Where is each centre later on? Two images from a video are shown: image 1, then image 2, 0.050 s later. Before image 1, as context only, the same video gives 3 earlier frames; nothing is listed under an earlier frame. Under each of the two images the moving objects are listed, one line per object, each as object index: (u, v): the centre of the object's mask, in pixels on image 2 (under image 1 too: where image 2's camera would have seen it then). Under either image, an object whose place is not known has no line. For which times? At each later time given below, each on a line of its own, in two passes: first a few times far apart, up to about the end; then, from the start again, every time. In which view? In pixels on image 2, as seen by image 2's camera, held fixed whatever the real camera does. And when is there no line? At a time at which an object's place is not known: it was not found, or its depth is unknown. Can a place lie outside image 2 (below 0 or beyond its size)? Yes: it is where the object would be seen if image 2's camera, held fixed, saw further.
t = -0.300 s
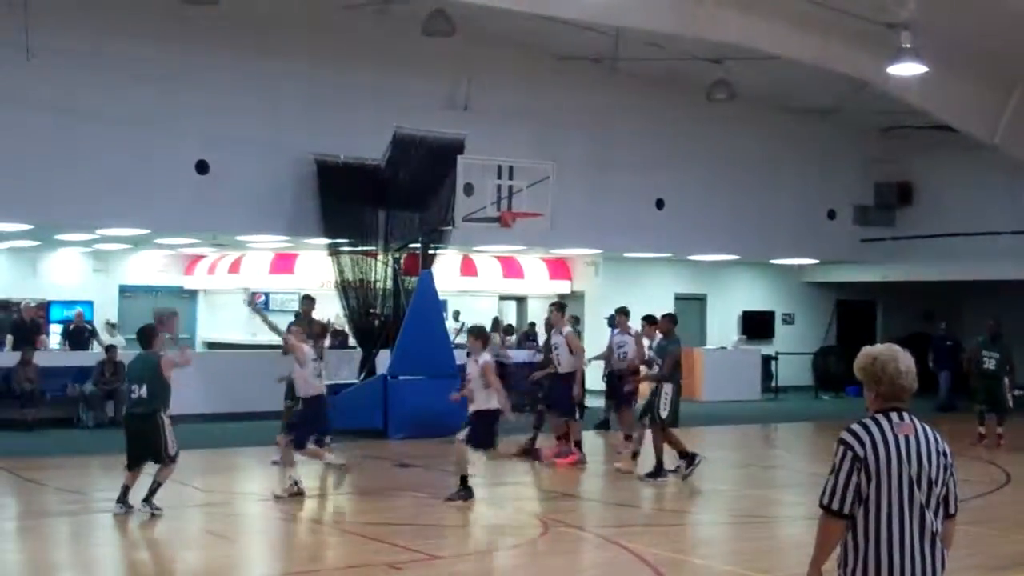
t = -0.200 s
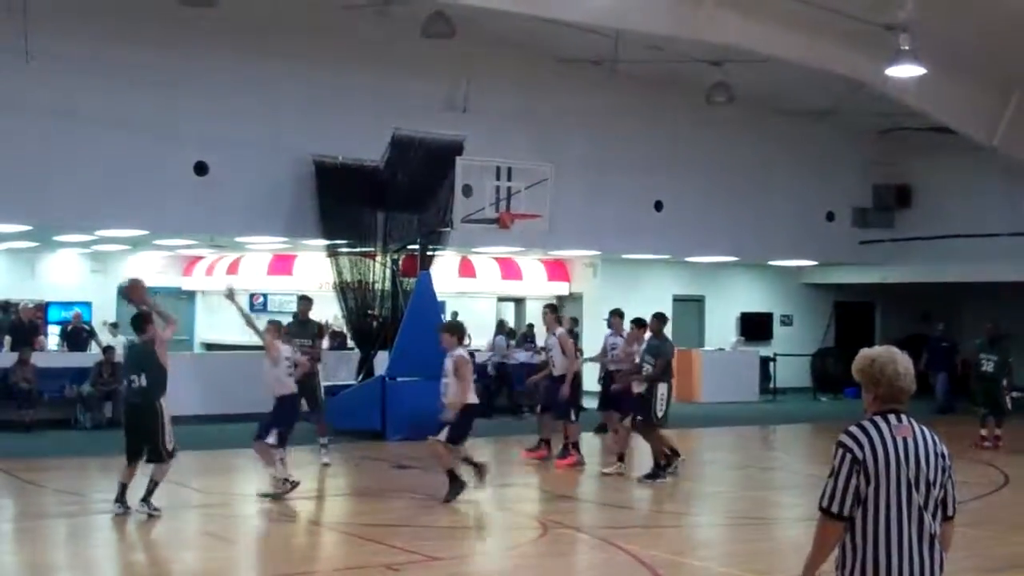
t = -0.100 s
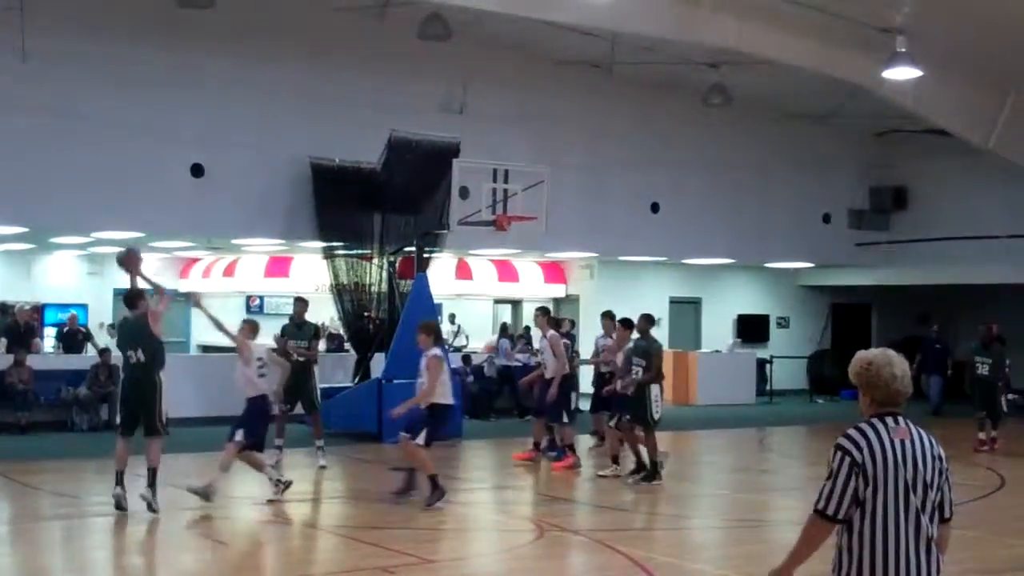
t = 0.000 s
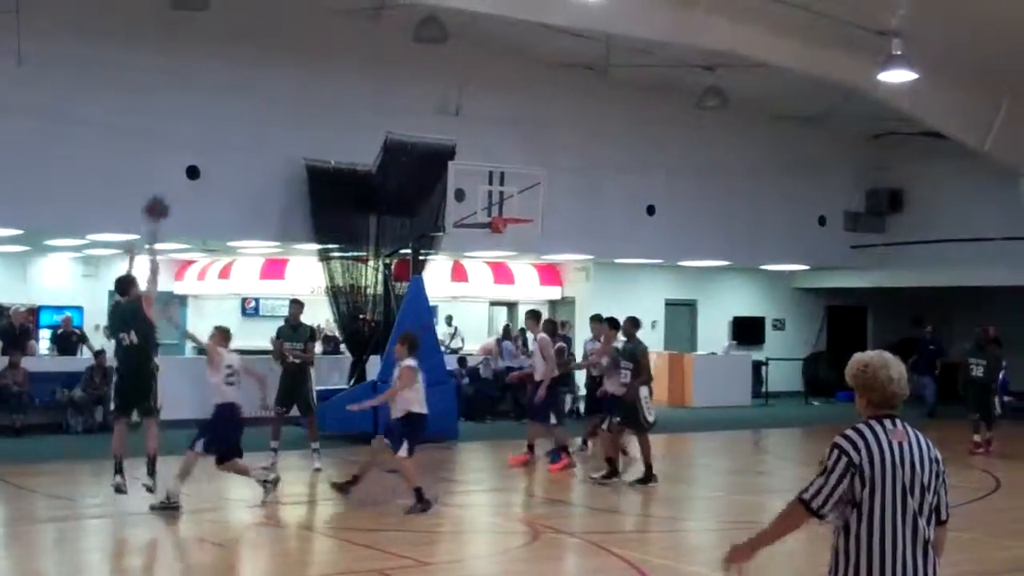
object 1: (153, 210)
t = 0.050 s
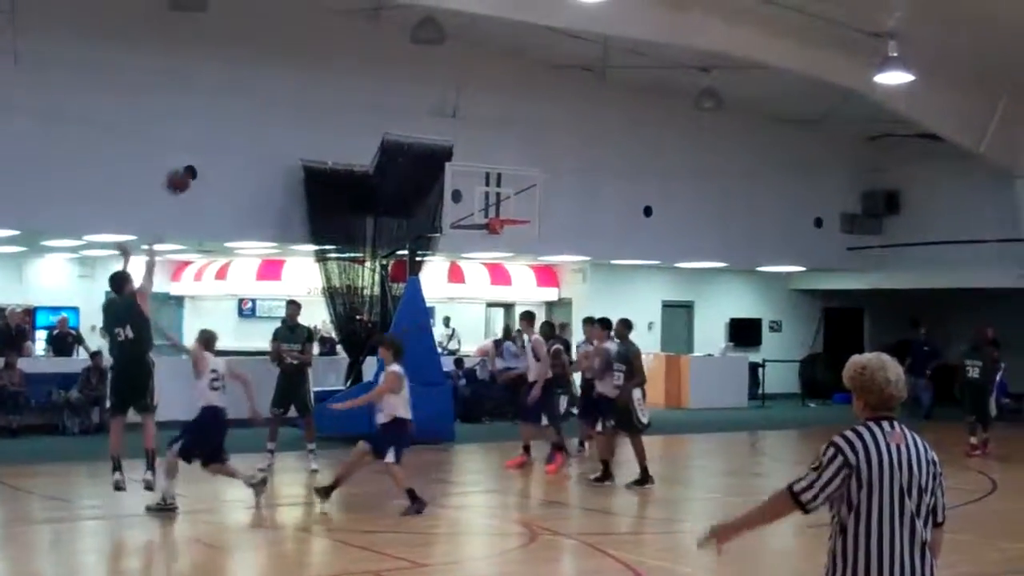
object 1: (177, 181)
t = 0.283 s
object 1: (276, 96)
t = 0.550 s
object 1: (372, 70)
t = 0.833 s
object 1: (456, 111)
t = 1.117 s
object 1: (525, 208)
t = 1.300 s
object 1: (580, 226)
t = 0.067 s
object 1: (185, 172)
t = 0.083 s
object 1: (192, 165)
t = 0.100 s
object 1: (200, 156)
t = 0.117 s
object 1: (208, 150)
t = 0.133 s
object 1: (215, 143)
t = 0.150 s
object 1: (222, 136)
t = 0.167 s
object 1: (229, 130)
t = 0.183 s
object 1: (237, 124)
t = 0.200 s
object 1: (243, 119)
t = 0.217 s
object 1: (250, 114)
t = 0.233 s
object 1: (257, 109)
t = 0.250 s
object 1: (263, 105)
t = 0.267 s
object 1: (271, 101)
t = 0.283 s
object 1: (276, 96)
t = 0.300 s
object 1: (284, 93)
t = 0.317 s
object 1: (290, 88)
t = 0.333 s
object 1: (297, 85)
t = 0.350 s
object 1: (303, 82)
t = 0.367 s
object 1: (308, 80)
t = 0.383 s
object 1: (315, 78)
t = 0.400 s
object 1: (321, 76)
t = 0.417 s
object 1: (327, 74)
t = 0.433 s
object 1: (333, 72)
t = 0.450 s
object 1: (339, 71)
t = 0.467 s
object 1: (344, 70)
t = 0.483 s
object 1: (349, 69)
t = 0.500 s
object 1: (354, 70)
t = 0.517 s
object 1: (360, 70)
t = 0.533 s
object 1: (366, 70)
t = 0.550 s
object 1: (372, 70)
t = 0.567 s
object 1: (377, 70)
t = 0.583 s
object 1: (382, 71)
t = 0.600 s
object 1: (387, 72)
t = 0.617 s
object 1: (392, 73)
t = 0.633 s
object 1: (397, 75)
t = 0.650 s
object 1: (403, 77)
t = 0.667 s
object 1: (408, 79)
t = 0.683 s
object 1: (413, 81)
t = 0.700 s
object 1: (418, 84)
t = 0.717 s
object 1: (423, 86)
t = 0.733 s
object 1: (427, 89)
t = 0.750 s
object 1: (433, 93)
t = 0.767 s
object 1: (437, 95)
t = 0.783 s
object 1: (442, 98)
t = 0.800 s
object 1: (448, 102)
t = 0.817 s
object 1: (452, 107)
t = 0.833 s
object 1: (456, 111)
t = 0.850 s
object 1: (461, 115)
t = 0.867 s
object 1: (466, 119)
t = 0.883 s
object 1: (470, 124)
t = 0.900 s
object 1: (474, 129)
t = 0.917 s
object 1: (479, 134)
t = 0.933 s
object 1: (483, 139)
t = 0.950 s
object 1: (487, 145)
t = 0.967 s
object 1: (491, 150)
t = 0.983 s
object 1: (496, 156)
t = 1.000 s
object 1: (499, 161)
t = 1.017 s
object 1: (503, 167)
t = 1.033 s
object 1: (506, 174)
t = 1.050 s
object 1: (511, 181)
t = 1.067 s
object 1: (515, 187)
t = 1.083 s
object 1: (518, 193)
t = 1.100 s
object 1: (522, 199)
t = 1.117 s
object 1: (525, 208)
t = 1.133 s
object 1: (529, 214)
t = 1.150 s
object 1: (533, 216)
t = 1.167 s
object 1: (538, 216)
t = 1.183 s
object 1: (543, 217)
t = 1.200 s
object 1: (549, 217)
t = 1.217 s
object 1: (554, 218)
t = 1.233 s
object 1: (559, 219)
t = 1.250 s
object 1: (565, 220)
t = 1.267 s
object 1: (569, 222)
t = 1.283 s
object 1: (575, 224)
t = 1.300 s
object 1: (580, 226)
